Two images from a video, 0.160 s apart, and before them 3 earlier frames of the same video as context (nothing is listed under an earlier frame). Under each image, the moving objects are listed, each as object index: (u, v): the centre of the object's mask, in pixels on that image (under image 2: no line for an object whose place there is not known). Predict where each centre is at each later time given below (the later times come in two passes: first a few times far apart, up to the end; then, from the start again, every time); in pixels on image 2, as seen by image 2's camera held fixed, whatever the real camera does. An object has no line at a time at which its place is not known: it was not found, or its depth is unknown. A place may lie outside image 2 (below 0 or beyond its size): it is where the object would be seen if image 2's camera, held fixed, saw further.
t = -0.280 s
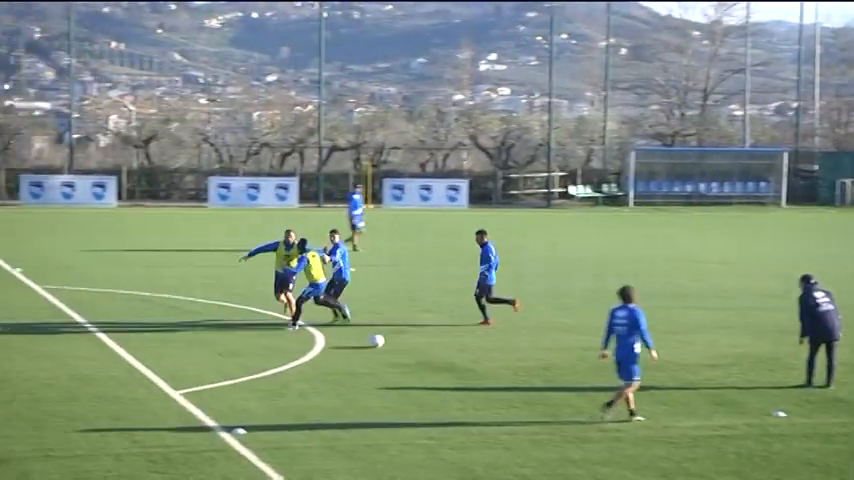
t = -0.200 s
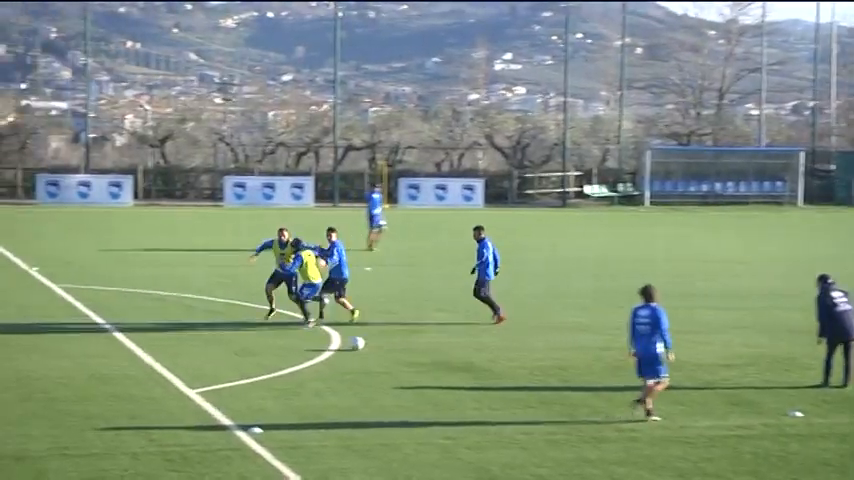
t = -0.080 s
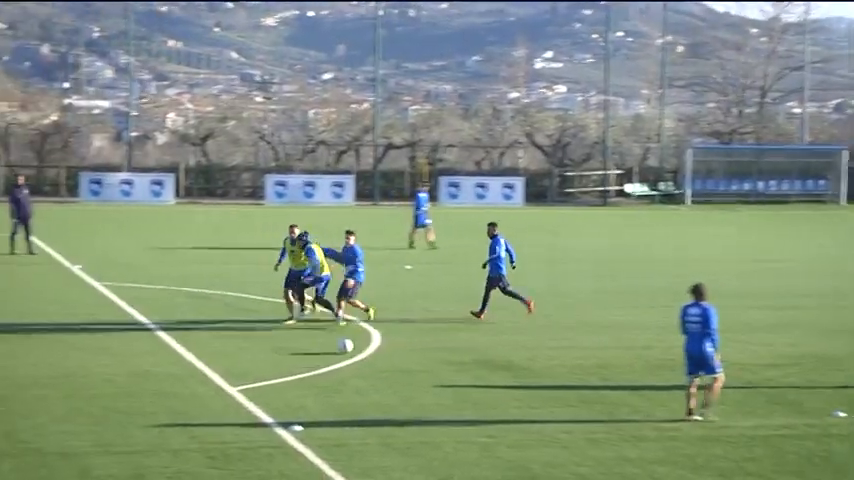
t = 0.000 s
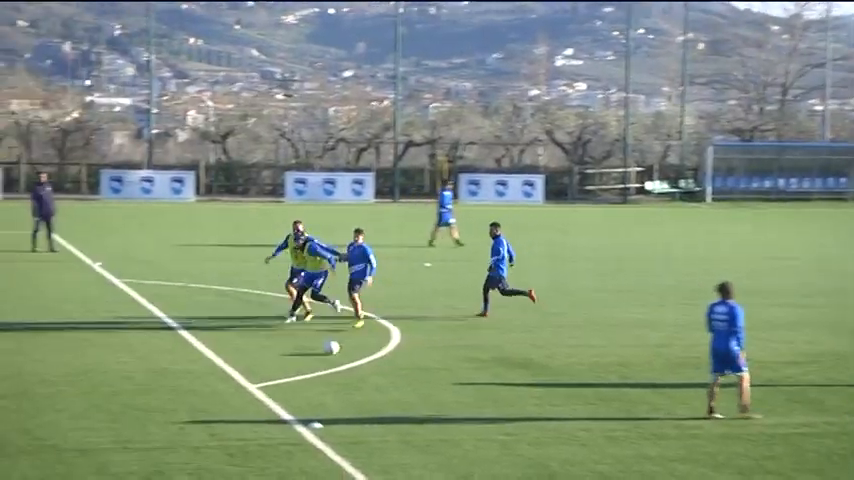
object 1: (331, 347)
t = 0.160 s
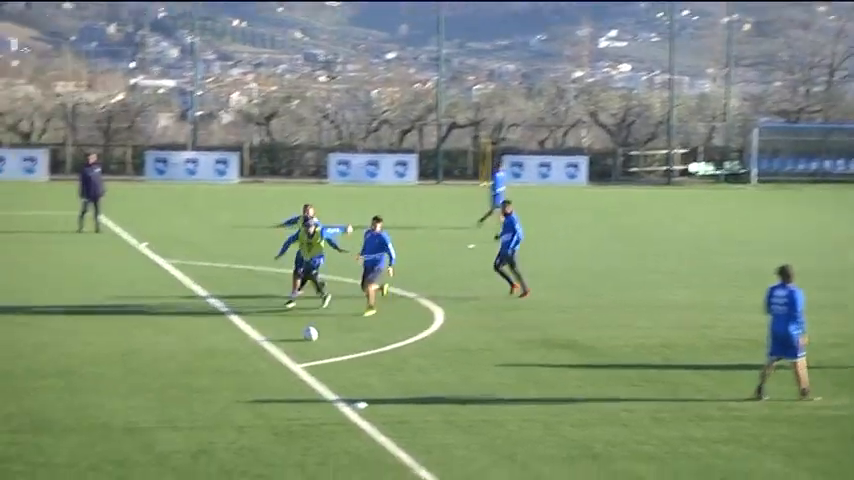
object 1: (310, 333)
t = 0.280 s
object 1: (264, 337)
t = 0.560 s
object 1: (155, 346)
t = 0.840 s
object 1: (44, 358)
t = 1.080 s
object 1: (-58, 369)
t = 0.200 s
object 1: (295, 334)
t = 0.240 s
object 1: (279, 335)
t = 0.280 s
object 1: (264, 337)
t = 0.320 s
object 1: (248, 339)
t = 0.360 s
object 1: (233, 340)
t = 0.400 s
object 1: (218, 342)
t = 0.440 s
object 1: (203, 343)
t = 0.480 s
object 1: (187, 344)
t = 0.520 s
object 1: (171, 345)
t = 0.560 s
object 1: (155, 346)
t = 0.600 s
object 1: (140, 348)
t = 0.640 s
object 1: (124, 350)
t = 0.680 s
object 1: (108, 351)
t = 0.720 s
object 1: (92, 352)
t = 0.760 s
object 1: (76, 353)
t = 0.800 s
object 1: (60, 356)
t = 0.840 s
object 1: (44, 358)
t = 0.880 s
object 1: (27, 358)
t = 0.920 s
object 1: (11, 361)
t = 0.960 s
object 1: (-6, 364)
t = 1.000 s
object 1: (-24, 365)
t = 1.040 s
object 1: (-41, 367)
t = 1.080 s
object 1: (-58, 369)
